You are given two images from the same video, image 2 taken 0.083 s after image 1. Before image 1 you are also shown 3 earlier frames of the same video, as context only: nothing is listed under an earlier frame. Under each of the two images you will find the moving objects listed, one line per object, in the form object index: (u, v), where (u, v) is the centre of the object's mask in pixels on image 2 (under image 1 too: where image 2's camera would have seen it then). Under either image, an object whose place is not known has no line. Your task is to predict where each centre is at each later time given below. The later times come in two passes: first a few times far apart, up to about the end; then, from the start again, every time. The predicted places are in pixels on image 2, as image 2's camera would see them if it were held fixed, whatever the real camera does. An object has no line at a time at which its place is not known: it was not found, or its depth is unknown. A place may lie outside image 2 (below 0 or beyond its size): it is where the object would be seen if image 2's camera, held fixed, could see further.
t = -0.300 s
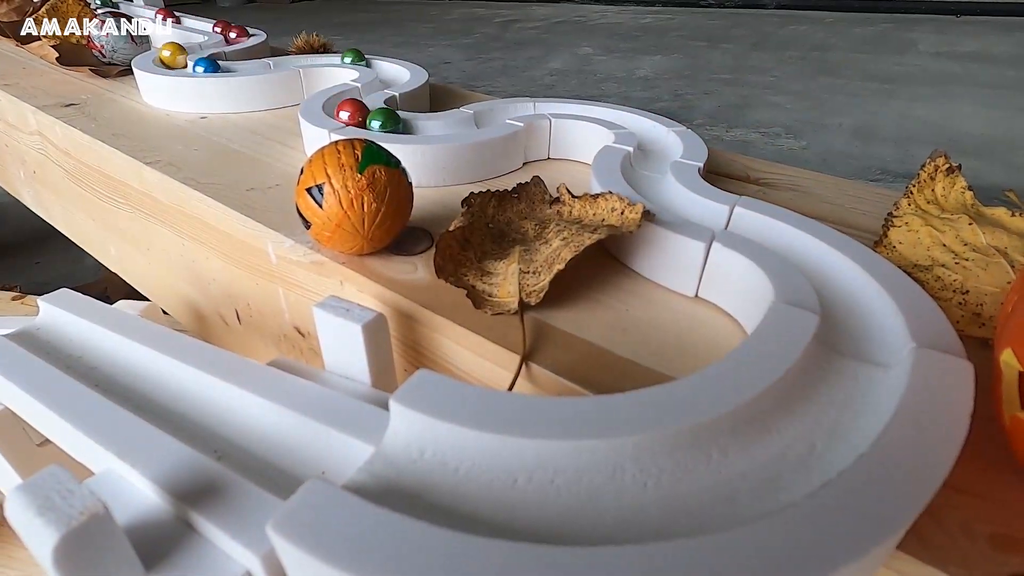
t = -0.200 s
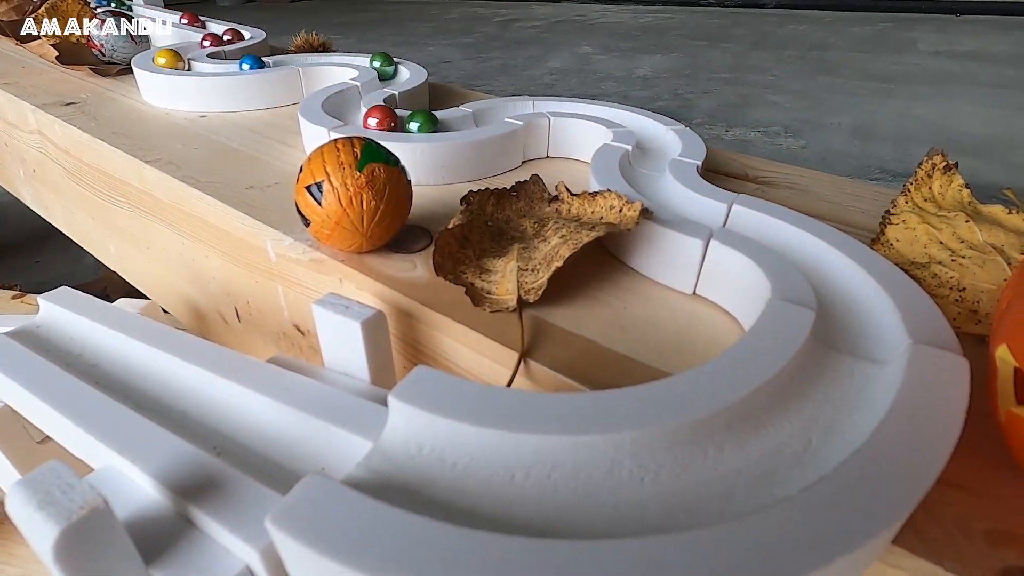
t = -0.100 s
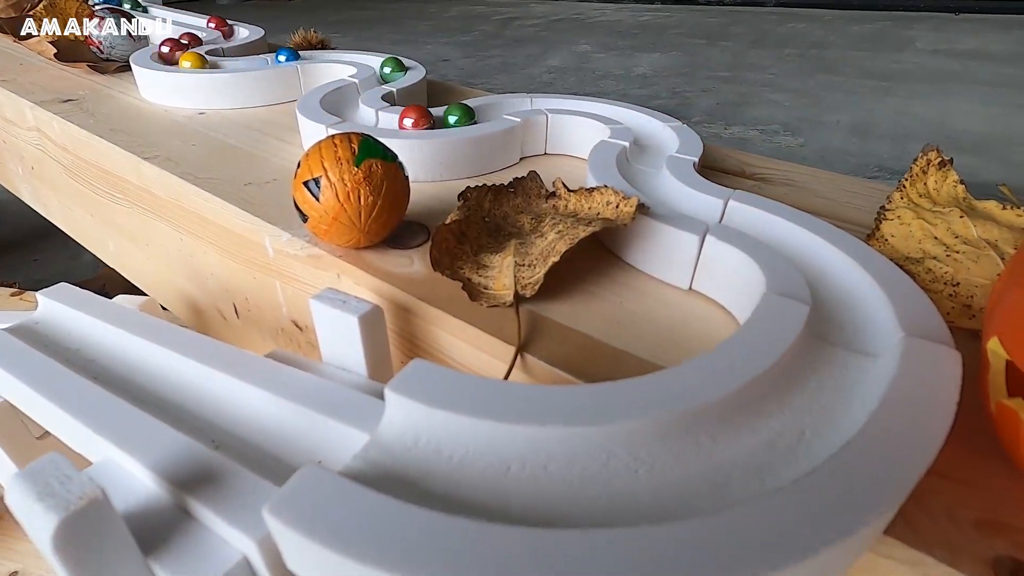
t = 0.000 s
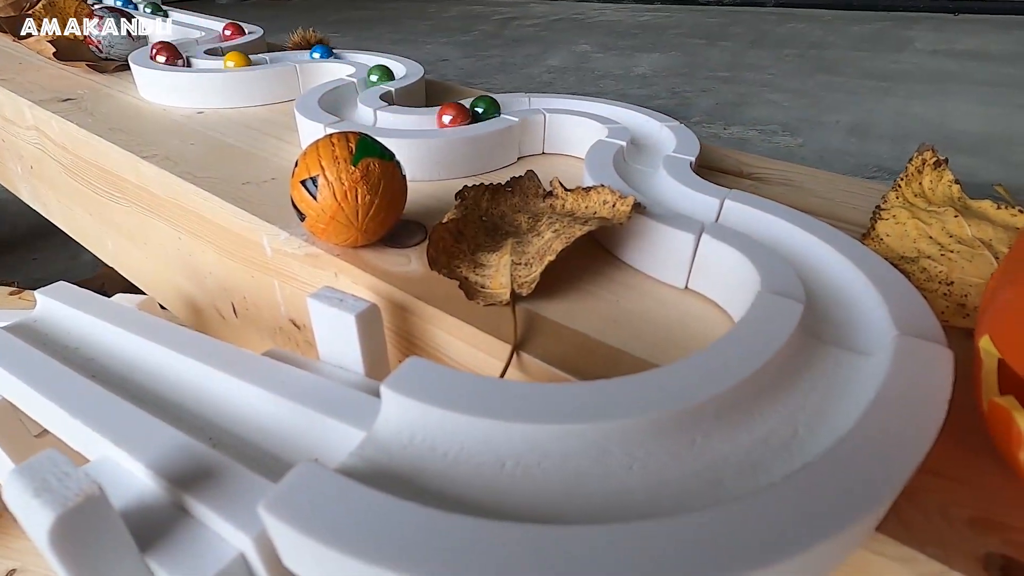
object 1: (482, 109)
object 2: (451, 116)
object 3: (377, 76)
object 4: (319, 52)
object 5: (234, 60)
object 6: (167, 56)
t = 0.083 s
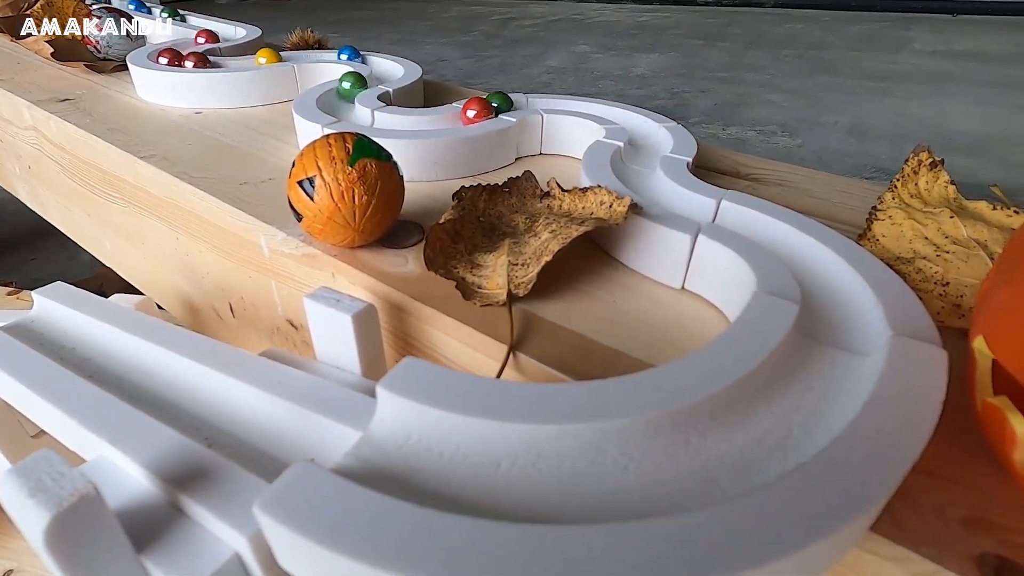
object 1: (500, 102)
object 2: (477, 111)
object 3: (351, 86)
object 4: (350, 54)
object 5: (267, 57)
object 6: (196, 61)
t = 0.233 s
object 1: (540, 99)
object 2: (508, 102)
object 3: (335, 102)
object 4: (386, 67)
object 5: (320, 52)
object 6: (269, 56)
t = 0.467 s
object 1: (620, 112)
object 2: (576, 102)
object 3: (391, 118)
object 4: (359, 83)
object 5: (387, 67)
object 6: (362, 56)
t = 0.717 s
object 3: (483, 109)
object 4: (341, 108)
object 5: (352, 85)
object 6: (379, 75)
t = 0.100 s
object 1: (504, 101)
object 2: (480, 109)
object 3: (347, 88)
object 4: (355, 55)
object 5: (273, 55)
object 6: (205, 61)
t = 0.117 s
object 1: (509, 101)
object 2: (482, 109)
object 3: (344, 90)
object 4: (361, 56)
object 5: (278, 55)
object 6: (213, 61)
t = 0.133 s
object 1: (513, 100)
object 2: (485, 108)
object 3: (341, 92)
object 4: (366, 58)
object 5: (284, 55)
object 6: (222, 61)
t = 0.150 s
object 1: (517, 100)
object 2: (488, 107)
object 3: (339, 95)
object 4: (371, 60)
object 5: (290, 54)
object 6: (231, 60)
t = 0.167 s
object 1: (521, 100)
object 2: (492, 106)
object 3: (337, 96)
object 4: (375, 62)
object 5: (295, 54)
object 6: (239, 60)
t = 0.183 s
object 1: (526, 99)
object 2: (496, 104)
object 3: (336, 98)
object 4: (378, 63)
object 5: (301, 53)
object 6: (247, 59)
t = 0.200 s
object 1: (530, 99)
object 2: (500, 103)
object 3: (335, 100)
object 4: (381, 65)
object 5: (307, 53)
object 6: (255, 58)
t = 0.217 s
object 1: (535, 99)
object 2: (504, 102)
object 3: (335, 101)
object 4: (384, 66)
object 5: (314, 52)
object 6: (262, 57)
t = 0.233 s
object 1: (540, 99)
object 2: (508, 102)
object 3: (335, 102)
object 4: (386, 67)
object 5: (320, 52)
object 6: (269, 56)
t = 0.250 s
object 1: (546, 99)
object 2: (512, 101)
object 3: (335, 103)
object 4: (388, 68)
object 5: (326, 52)
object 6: (275, 55)
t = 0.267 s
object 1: (552, 99)
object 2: (517, 100)
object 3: (336, 104)
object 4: (389, 69)
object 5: (333, 53)
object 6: (282, 55)
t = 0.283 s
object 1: (558, 100)
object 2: (521, 100)
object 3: (337, 105)
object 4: (389, 70)
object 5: (338, 53)
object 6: (288, 54)
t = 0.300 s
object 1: (564, 100)
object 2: (526, 99)
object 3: (341, 107)
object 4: (389, 70)
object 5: (345, 53)
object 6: (295, 53)
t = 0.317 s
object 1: (570, 101)
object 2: (530, 99)
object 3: (343, 108)
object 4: (389, 71)
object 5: (350, 54)
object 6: (302, 53)
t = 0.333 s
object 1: (576, 102)
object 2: (534, 99)
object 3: (347, 108)
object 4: (388, 72)
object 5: (356, 55)
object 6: (310, 52)
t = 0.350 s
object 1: (582, 102)
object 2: (539, 99)
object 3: (350, 110)
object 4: (386, 73)
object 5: (361, 56)
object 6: (316, 52)
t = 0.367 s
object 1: (588, 103)
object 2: (543, 99)
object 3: (355, 111)
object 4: (384, 74)
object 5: (366, 57)
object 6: (323, 52)
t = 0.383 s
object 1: (594, 105)
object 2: (548, 99)
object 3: (361, 112)
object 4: (381, 75)
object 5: (370, 57)
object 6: (331, 52)
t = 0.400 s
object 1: (600, 106)
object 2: (554, 100)
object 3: (366, 113)
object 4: (378, 77)
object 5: (374, 58)
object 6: (338, 53)
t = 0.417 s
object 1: (605, 107)
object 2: (559, 100)
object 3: (373, 114)
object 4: (374, 78)
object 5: (378, 60)
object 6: (344, 53)
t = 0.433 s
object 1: (610, 108)
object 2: (564, 100)
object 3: (379, 115)
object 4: (369, 79)
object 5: (382, 63)
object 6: (351, 54)
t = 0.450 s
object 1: (616, 111)
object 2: (570, 101)
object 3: (385, 116)
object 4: (364, 81)
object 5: (384, 66)
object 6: (357, 55)
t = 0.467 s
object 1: (620, 112)
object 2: (576, 102)
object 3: (391, 118)
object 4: (359, 83)
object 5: (387, 67)
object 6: (362, 56)
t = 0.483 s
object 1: (625, 115)
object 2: (583, 102)
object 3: (398, 118)
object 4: (353, 86)
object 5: (388, 68)
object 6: (367, 57)
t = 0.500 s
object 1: (630, 117)
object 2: (589, 103)
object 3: (405, 118)
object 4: (348, 89)
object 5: (389, 68)
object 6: (370, 57)
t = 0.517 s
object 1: (634, 119)
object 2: (594, 104)
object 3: (413, 118)
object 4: (345, 91)
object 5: (389, 69)
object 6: (374, 59)
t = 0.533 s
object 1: (637, 122)
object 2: (599, 105)
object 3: (420, 118)
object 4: (342, 92)
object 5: (389, 70)
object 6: (377, 59)
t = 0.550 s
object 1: (640, 124)
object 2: (605, 107)
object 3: (428, 118)
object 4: (340, 94)
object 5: (388, 71)
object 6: (380, 59)
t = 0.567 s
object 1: (643, 126)
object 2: (610, 108)
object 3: (436, 118)
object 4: (338, 96)
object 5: (387, 72)
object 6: (384, 59)
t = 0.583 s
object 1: (646, 130)
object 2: (614, 110)
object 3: (443, 117)
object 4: (337, 98)
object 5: (385, 73)
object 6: (390, 61)
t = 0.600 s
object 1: (650, 132)
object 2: (619, 112)
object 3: (450, 117)
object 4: (335, 100)
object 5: (383, 75)
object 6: (393, 64)
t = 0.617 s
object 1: (652, 134)
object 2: (623, 113)
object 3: (456, 116)
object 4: (334, 101)
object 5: (380, 76)
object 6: (394, 66)
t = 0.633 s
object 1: (653, 136)
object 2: (627, 115)
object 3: (463, 114)
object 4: (334, 102)
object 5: (376, 77)
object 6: (393, 68)
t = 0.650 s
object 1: (654, 139)
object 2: (631, 117)
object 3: (468, 113)
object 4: (334, 103)
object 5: (372, 78)
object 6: (391, 70)
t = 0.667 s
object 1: (654, 141)
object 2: (634, 118)
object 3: (473, 112)
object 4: (335, 104)
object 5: (367, 80)
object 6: (389, 71)
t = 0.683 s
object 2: (637, 119)
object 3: (478, 111)
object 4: (337, 105)
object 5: (362, 82)
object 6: (387, 73)
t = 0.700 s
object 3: (482, 110)
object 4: (339, 107)
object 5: (356, 84)
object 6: (382, 74)
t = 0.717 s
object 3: (483, 109)
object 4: (341, 108)
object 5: (352, 85)
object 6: (379, 75)
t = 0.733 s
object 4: (344, 109)
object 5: (348, 85)
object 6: (374, 77)
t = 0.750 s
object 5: (345, 86)
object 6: (371, 77)
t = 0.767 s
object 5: (341, 88)
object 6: (365, 79)
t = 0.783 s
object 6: (361, 80)
